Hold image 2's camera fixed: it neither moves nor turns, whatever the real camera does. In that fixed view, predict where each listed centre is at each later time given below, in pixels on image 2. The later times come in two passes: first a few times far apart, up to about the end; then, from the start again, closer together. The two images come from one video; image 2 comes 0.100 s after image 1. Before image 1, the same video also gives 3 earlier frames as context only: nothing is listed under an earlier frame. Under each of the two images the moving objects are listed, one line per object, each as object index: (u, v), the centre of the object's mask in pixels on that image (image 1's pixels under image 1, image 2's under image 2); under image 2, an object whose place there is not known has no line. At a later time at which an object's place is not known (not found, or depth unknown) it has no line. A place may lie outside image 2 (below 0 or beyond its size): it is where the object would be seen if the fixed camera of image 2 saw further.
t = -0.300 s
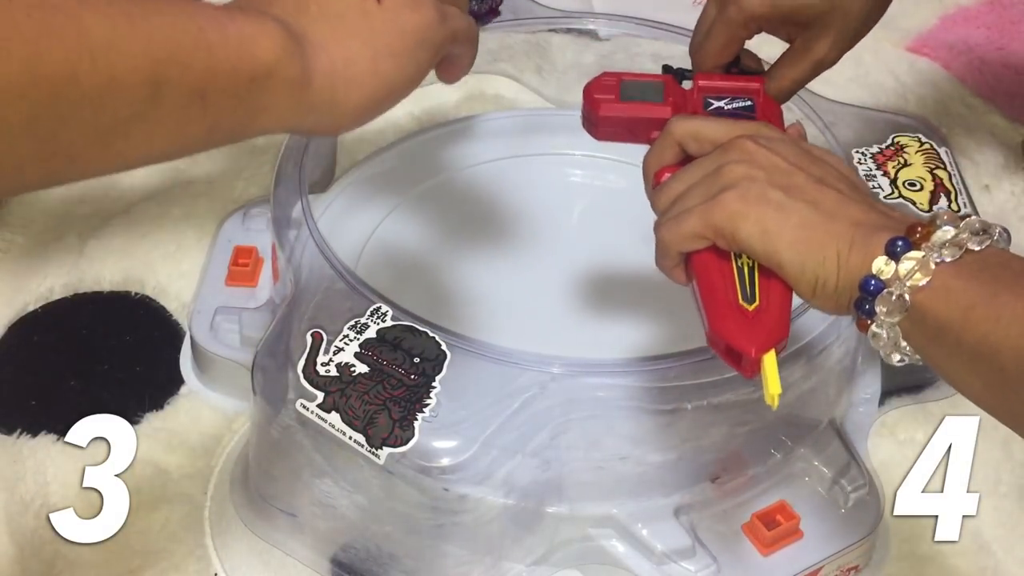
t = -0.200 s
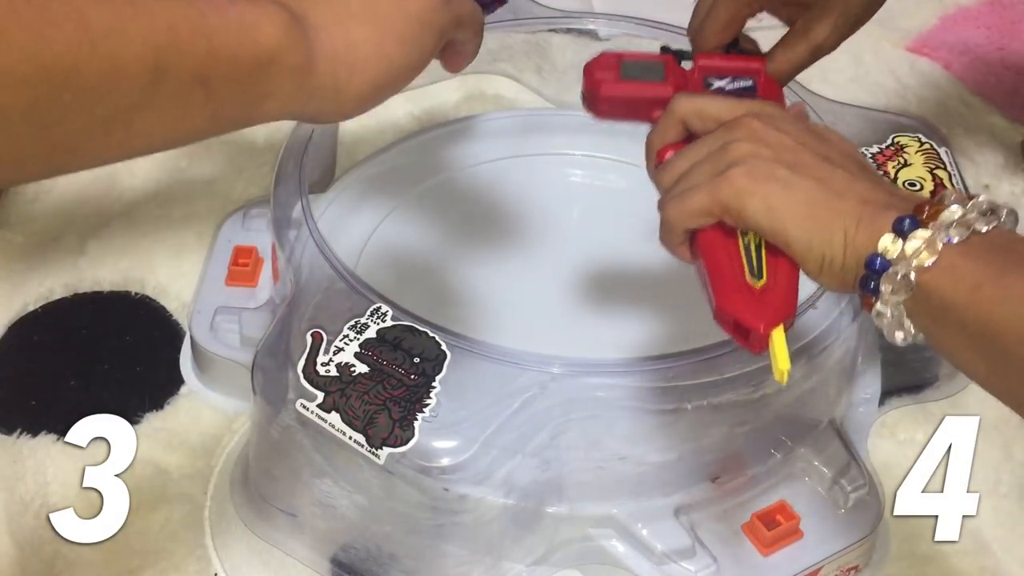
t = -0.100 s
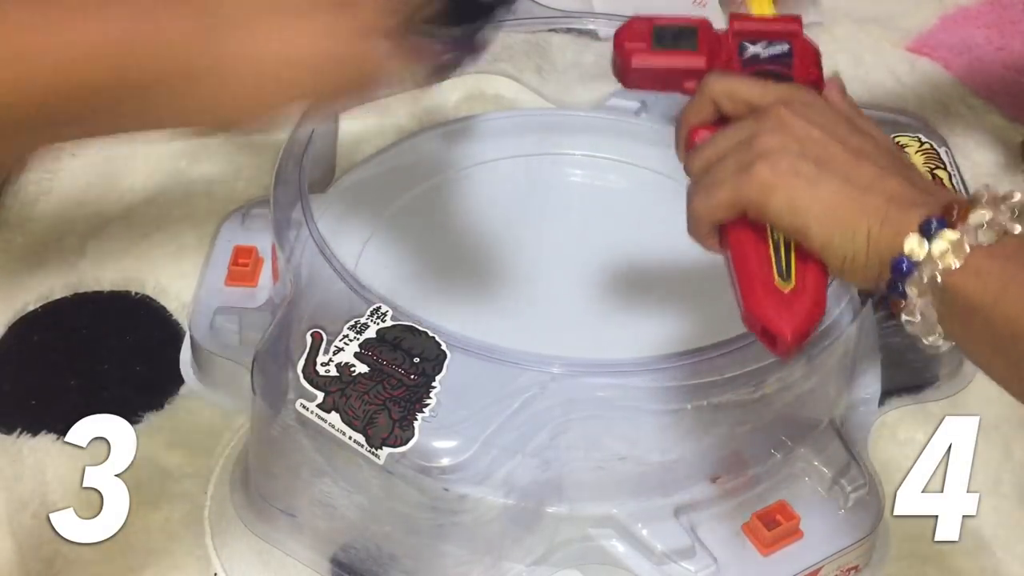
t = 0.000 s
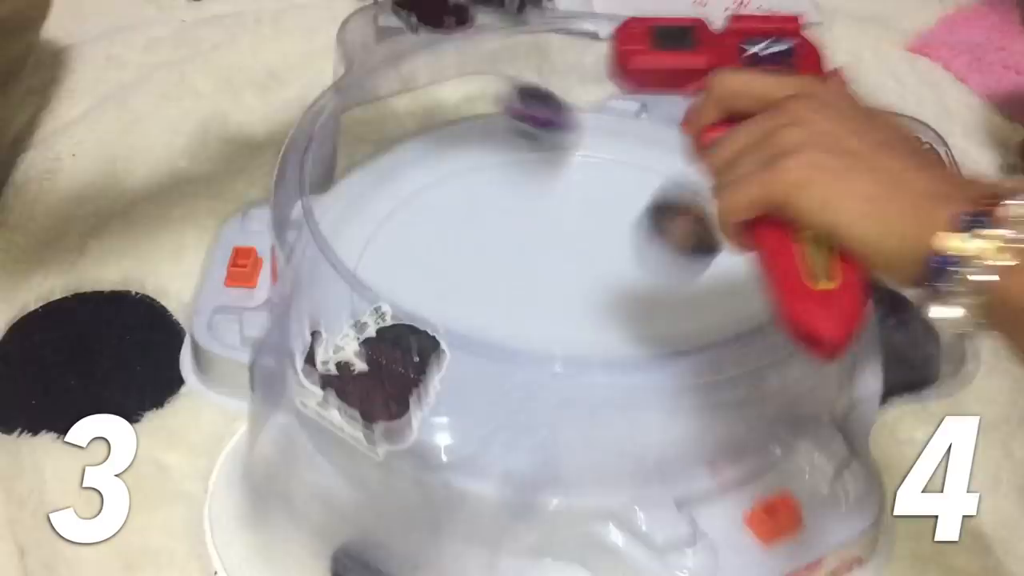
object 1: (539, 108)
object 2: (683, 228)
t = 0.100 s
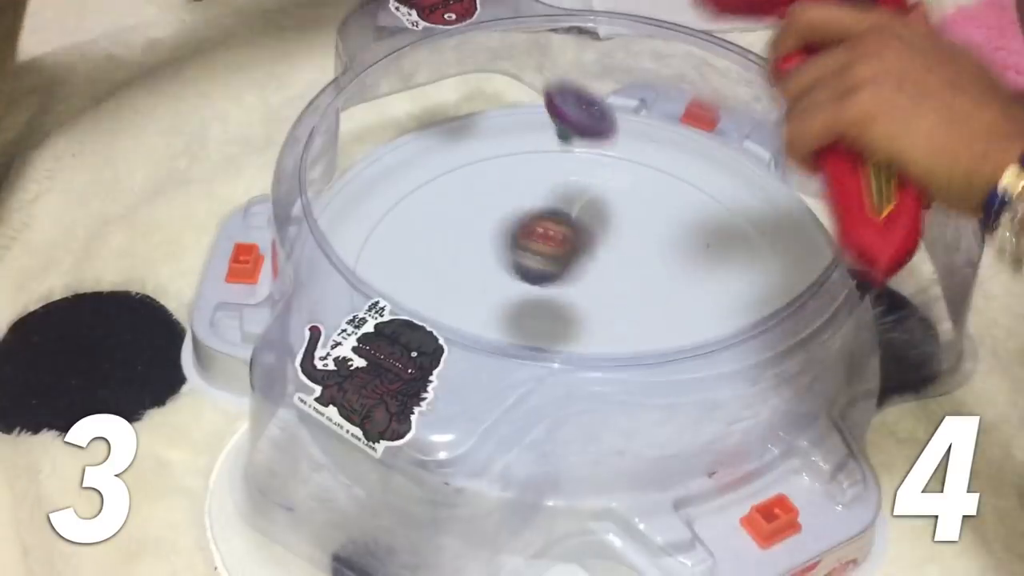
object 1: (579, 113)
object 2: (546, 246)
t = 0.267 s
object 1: (607, 311)
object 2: (363, 235)
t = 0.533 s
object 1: (600, 378)
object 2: (408, 139)
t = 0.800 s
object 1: (546, 213)
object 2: (664, 117)
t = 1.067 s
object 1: (482, 260)
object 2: (678, 413)
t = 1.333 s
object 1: (587, 216)
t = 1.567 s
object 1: (601, 158)
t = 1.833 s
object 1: (544, 161)
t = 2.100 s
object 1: (569, 224)
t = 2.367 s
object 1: (668, 260)
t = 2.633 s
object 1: (708, 227)
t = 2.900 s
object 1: (639, 217)
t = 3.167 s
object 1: (606, 304)
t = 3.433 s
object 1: (680, 351)
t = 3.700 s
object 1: (698, 301)
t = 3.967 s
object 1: (559, 287)
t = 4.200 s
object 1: (480, 332)
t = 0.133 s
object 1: (584, 147)
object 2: (497, 239)
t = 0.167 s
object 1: (589, 203)
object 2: (449, 247)
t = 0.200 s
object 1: (594, 280)
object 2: (404, 266)
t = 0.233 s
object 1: (602, 307)
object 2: (381, 248)
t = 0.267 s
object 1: (607, 311)
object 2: (363, 235)
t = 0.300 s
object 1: (611, 331)
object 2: (353, 221)
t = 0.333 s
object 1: (611, 370)
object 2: (350, 212)
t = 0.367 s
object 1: (615, 419)
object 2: (349, 200)
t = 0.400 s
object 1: (615, 415)
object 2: (355, 186)
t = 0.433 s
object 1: (613, 419)
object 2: (362, 173)
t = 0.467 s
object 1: (610, 414)
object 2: (374, 160)
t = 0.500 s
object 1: (607, 403)
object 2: (390, 148)
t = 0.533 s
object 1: (600, 378)
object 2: (408, 139)
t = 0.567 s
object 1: (595, 360)
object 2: (431, 130)
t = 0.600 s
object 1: (592, 329)
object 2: (457, 124)
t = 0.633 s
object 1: (589, 301)
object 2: (485, 121)
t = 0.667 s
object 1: (587, 270)
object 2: (515, 122)
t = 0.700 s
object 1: (584, 238)
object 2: (547, 125)
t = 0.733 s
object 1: (578, 202)
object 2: (579, 135)
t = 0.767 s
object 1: (563, 204)
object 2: (621, 124)
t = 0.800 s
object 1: (546, 213)
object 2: (664, 117)
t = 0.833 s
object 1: (528, 223)
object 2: (694, 140)
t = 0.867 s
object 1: (512, 230)
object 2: (714, 176)
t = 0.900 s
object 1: (499, 238)
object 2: (728, 217)
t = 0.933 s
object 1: (489, 244)
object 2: (737, 263)
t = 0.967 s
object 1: (481, 250)
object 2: (737, 301)
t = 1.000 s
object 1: (477, 255)
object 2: (732, 349)
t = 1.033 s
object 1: (478, 258)
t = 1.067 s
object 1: (482, 260)
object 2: (678, 413)
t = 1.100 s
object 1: (491, 260)
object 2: (628, 447)
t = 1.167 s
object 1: (516, 255)
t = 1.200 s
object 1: (530, 250)
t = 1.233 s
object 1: (545, 243)
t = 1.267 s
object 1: (559, 234)
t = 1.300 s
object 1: (575, 226)
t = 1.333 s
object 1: (587, 216)
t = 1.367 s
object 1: (596, 205)
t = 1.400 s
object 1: (602, 194)
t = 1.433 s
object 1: (607, 185)
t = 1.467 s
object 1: (609, 176)
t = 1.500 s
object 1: (608, 169)
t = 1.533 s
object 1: (606, 162)
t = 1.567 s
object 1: (601, 158)
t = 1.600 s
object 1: (595, 154)
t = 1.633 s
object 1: (588, 152)
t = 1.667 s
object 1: (580, 150)
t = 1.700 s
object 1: (572, 150)
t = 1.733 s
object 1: (563, 150)
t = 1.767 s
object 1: (556, 152)
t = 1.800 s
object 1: (550, 156)
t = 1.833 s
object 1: (544, 161)
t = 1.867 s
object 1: (540, 167)
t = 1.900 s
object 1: (537, 174)
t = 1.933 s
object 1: (537, 181)
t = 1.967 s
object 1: (540, 190)
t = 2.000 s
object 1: (544, 198)
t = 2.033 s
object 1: (551, 207)
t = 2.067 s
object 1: (560, 216)
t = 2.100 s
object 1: (569, 224)
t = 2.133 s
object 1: (580, 233)
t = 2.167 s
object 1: (592, 240)
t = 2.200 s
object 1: (604, 246)
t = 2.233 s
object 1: (617, 251)
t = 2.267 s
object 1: (630, 256)
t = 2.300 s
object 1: (643, 258)
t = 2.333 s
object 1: (656, 260)
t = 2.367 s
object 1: (668, 260)
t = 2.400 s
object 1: (679, 259)
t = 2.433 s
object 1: (689, 256)
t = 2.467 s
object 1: (697, 252)
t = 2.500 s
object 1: (703, 248)
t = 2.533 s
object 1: (708, 243)
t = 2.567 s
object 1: (710, 238)
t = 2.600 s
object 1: (710, 232)
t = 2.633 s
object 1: (708, 227)
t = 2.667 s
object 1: (704, 221)
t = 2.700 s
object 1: (698, 216)
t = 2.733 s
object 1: (690, 211)
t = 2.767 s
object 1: (681, 208)
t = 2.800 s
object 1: (671, 207)
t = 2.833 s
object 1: (660, 208)
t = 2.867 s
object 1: (649, 211)
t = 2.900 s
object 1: (639, 217)
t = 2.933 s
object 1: (630, 224)
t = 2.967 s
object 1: (622, 233)
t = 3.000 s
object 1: (616, 243)
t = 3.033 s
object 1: (610, 255)
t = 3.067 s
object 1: (607, 266)
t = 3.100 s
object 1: (604, 280)
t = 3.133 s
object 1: (604, 292)
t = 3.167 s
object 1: (606, 304)
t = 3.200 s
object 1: (610, 316)
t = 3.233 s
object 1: (615, 325)
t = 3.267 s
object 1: (623, 330)
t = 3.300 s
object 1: (632, 341)
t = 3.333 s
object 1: (643, 346)
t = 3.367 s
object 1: (655, 349)
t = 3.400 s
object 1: (668, 351)
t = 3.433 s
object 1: (680, 351)
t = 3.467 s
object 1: (691, 348)
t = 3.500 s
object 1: (702, 342)
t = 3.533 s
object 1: (711, 337)
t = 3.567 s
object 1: (717, 331)
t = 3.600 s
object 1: (719, 322)
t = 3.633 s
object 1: (716, 315)
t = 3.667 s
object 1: (709, 308)
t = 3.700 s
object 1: (698, 301)
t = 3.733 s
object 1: (685, 295)
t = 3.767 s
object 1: (670, 289)
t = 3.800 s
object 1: (653, 285)
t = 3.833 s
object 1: (636, 282)
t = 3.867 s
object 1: (616, 281)
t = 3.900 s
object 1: (597, 282)
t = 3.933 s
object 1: (578, 284)
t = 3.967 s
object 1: (559, 287)
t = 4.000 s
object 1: (541, 291)
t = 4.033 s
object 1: (525, 296)
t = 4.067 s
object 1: (510, 302)
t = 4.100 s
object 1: (497, 309)
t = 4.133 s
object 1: (489, 315)
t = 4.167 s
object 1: (482, 323)
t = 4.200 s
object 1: (480, 332)
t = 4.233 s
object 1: (481, 342)
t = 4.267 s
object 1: (484, 351)
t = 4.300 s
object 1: (490, 360)
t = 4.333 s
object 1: (501, 368)
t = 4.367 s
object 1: (514, 374)
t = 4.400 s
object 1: (526, 377)
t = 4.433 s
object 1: (538, 378)
